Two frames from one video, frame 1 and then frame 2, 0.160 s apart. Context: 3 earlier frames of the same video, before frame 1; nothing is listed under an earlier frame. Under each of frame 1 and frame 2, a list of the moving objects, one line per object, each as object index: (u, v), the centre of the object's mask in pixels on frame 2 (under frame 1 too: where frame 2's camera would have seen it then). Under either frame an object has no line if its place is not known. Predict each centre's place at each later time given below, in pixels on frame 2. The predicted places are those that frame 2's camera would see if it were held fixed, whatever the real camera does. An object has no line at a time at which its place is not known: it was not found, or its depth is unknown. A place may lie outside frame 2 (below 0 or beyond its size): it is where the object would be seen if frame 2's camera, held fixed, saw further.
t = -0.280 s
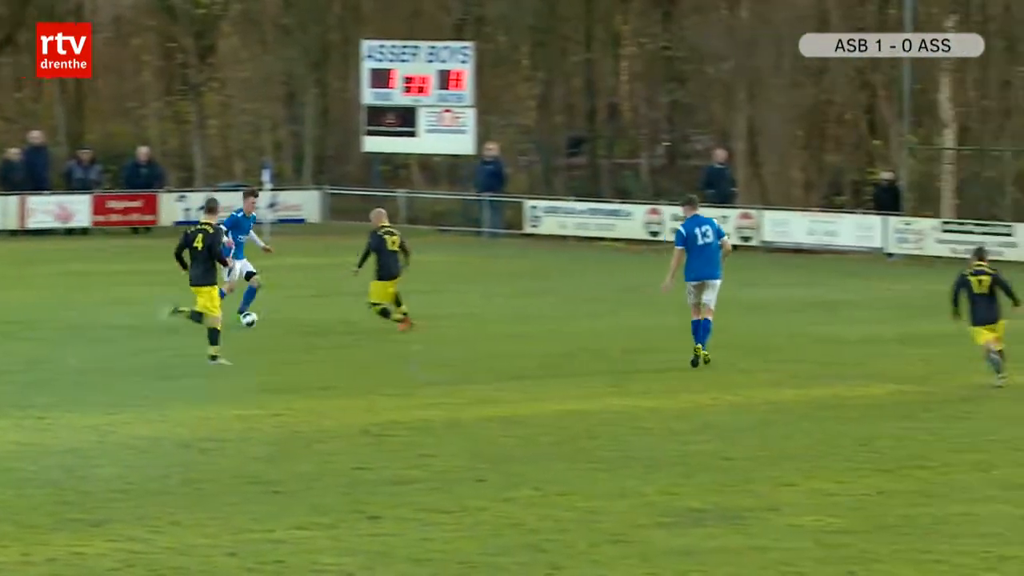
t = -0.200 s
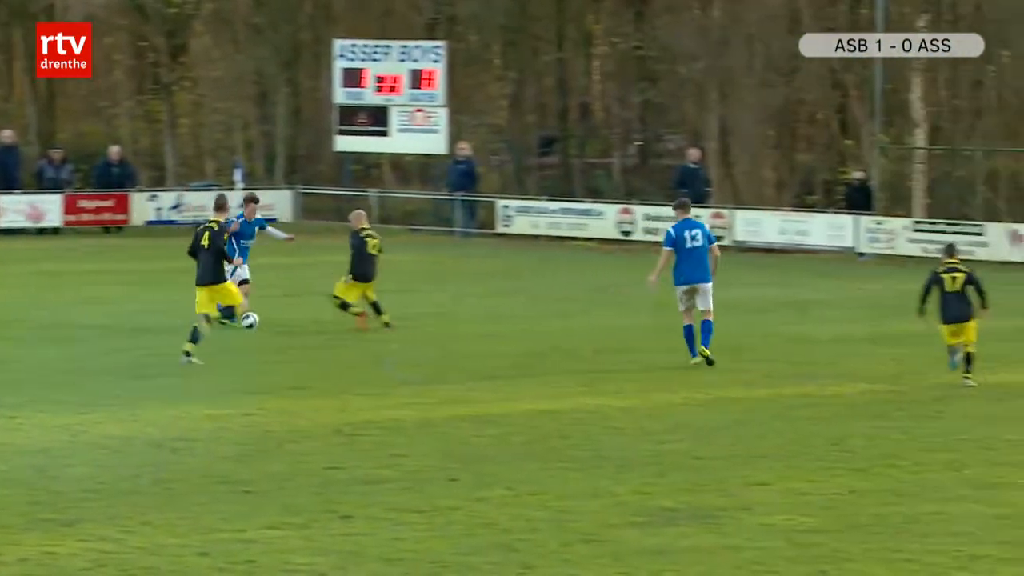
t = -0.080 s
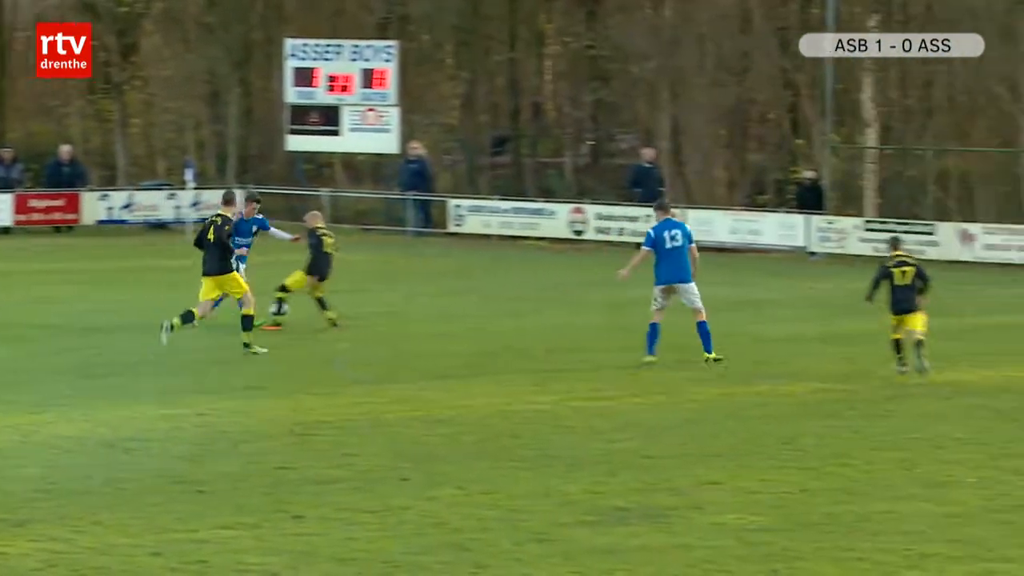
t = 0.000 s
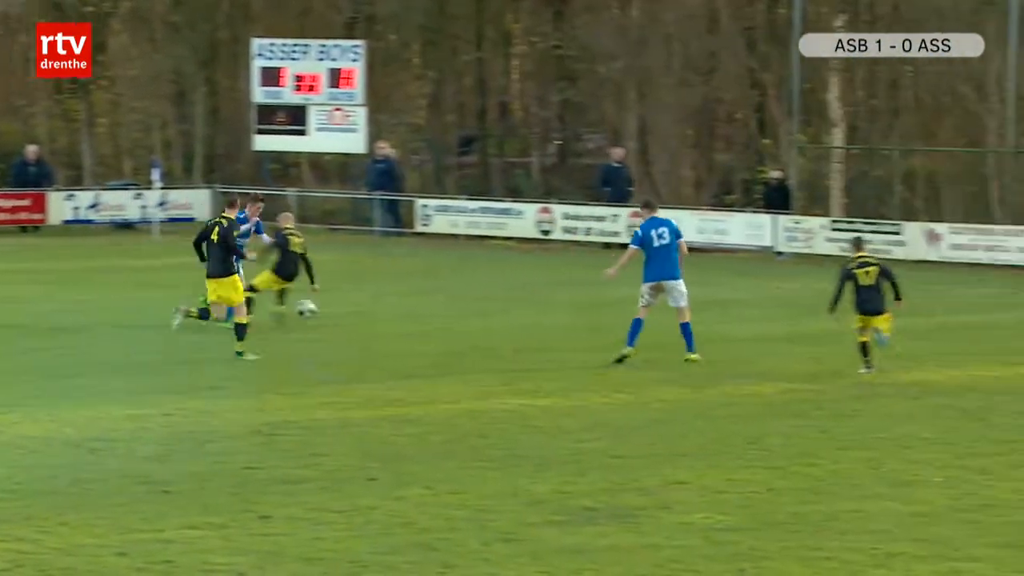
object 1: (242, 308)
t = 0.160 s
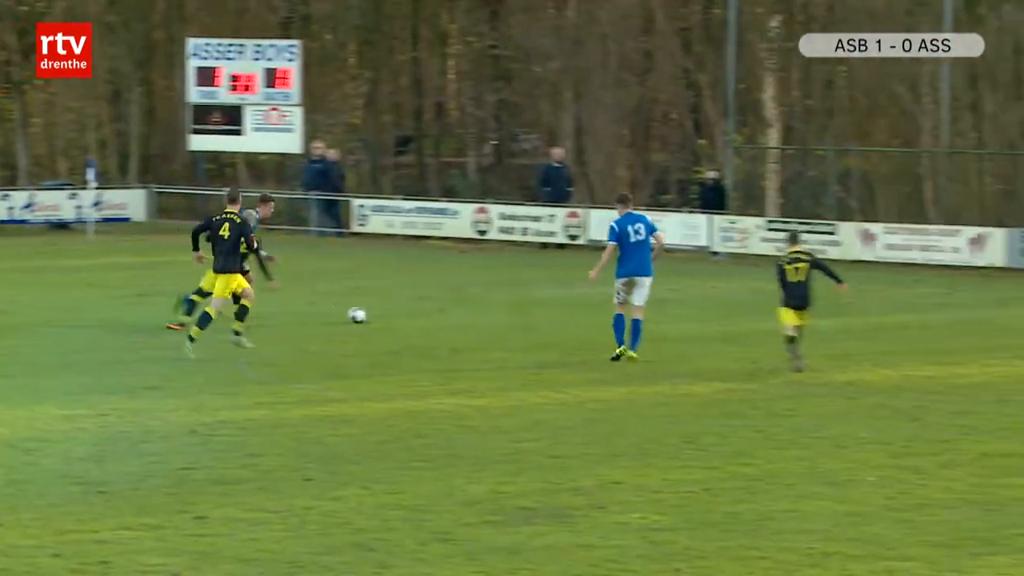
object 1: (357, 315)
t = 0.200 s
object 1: (382, 312)
